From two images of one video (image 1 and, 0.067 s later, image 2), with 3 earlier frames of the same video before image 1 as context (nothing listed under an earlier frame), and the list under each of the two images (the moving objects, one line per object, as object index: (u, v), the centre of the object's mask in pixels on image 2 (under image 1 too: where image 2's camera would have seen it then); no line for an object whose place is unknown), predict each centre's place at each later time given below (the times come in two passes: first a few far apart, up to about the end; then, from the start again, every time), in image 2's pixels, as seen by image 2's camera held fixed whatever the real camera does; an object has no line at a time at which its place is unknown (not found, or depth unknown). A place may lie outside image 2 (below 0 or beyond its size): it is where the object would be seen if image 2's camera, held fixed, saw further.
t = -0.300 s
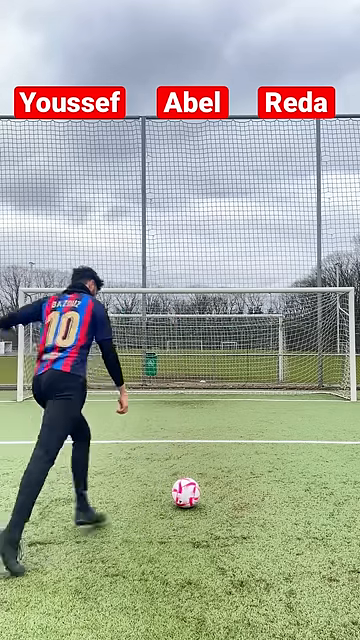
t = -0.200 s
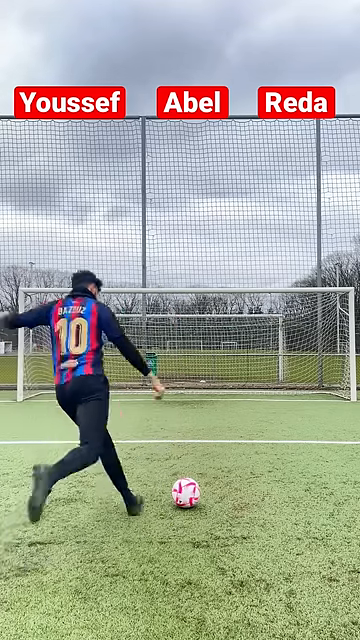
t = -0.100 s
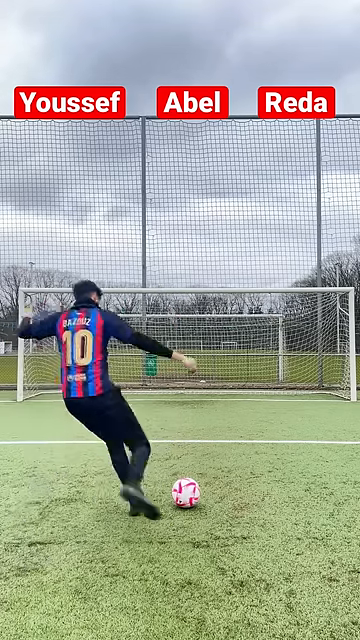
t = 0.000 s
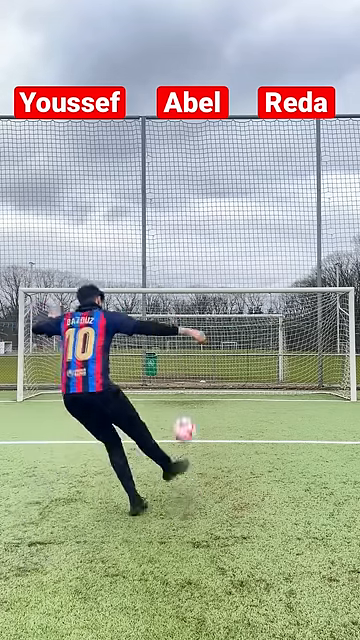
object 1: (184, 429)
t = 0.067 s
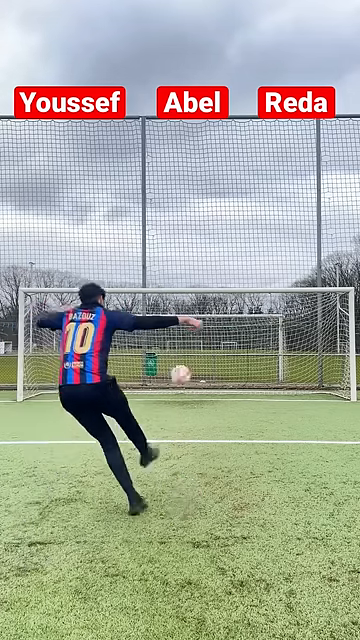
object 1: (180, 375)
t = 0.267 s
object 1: (170, 306)
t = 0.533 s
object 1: (155, 281)
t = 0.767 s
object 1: (148, 230)
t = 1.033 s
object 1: (138, 193)
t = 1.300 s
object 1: (119, 193)
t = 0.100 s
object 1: (179, 357)
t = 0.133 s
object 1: (177, 341)
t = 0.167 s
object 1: (174, 333)
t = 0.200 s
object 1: (174, 319)
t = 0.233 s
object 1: (172, 313)
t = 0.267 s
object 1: (170, 306)
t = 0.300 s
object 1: (166, 300)
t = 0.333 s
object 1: (164, 296)
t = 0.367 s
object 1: (163, 292)
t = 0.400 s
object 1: (162, 291)
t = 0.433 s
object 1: (161, 291)
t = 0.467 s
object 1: (158, 290)
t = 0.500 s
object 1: (156, 286)
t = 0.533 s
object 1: (155, 281)
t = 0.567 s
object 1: (155, 270)
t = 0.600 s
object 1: (154, 263)
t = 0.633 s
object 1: (154, 257)
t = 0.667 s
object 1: (153, 250)
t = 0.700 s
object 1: (151, 243)
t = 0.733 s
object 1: (149, 237)
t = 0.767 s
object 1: (148, 230)
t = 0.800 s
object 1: (147, 224)
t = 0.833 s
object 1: (147, 219)
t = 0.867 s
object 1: (144, 213)
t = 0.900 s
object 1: (143, 208)
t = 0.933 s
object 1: (141, 204)
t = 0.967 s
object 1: (139, 199)
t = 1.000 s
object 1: (138, 196)
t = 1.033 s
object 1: (138, 193)
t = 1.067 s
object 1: (135, 190)
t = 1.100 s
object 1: (133, 188)
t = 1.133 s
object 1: (131, 186)
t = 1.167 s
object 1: (129, 185)
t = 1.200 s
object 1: (127, 185)
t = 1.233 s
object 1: (124, 187)
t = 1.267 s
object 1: (122, 189)
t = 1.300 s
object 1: (119, 193)
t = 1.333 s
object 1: (116, 196)
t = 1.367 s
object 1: (113, 202)
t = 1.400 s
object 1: (110, 210)
